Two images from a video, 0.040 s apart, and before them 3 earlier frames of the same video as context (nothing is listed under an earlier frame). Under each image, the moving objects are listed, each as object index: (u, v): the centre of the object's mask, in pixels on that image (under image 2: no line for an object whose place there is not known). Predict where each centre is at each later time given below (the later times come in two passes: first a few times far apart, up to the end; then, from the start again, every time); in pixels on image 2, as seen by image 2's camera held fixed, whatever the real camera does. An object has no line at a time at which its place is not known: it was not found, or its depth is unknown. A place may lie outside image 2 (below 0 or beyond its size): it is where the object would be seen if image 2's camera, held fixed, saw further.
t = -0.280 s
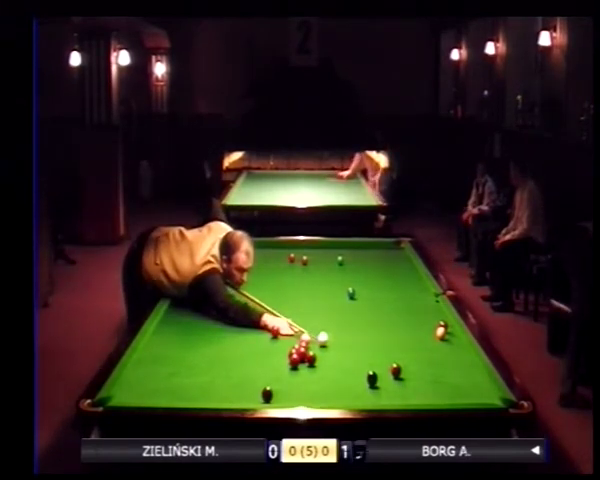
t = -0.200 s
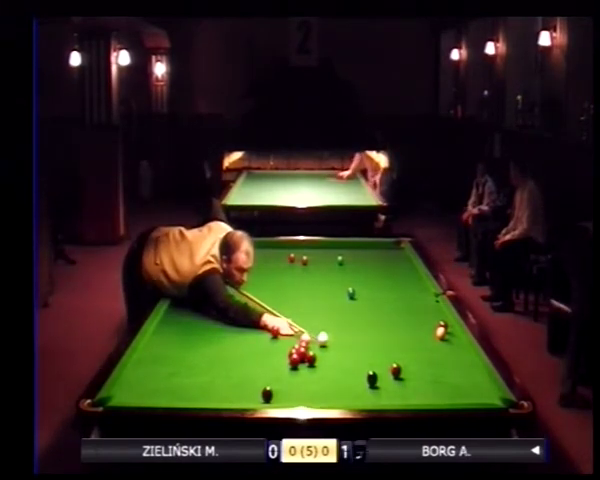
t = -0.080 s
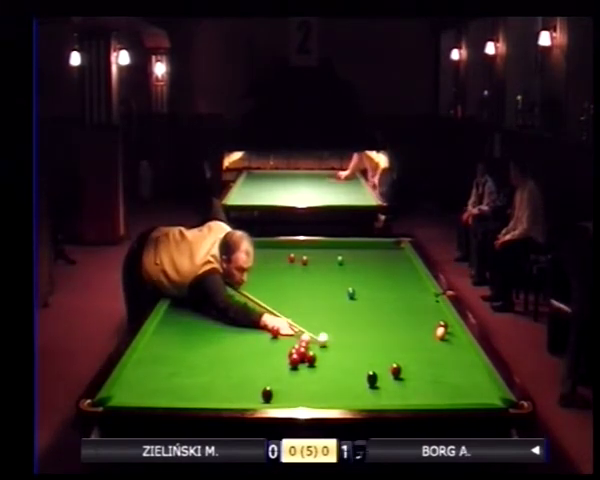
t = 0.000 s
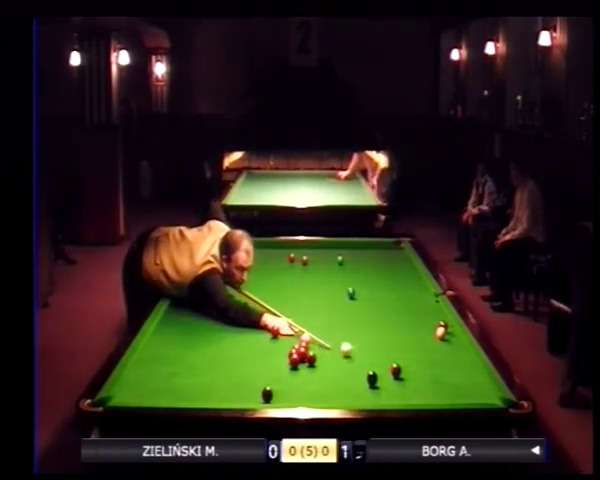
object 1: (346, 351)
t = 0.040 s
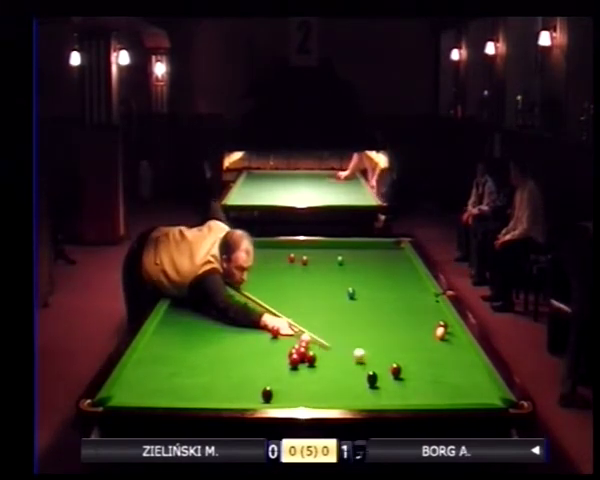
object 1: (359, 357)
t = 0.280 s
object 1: (382, 370)
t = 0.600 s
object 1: (365, 369)
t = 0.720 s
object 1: (360, 369)
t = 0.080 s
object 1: (372, 362)
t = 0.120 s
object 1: (386, 369)
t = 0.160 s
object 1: (387, 370)
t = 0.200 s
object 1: (386, 370)
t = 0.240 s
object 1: (384, 370)
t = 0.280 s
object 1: (382, 370)
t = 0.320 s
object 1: (380, 370)
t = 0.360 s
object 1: (378, 369)
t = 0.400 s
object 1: (376, 369)
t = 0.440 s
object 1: (374, 368)
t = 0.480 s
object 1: (371, 367)
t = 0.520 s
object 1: (370, 368)
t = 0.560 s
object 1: (367, 368)
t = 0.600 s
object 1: (365, 369)
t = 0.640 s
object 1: (363, 369)
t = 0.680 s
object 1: (362, 370)
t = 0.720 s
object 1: (360, 369)
